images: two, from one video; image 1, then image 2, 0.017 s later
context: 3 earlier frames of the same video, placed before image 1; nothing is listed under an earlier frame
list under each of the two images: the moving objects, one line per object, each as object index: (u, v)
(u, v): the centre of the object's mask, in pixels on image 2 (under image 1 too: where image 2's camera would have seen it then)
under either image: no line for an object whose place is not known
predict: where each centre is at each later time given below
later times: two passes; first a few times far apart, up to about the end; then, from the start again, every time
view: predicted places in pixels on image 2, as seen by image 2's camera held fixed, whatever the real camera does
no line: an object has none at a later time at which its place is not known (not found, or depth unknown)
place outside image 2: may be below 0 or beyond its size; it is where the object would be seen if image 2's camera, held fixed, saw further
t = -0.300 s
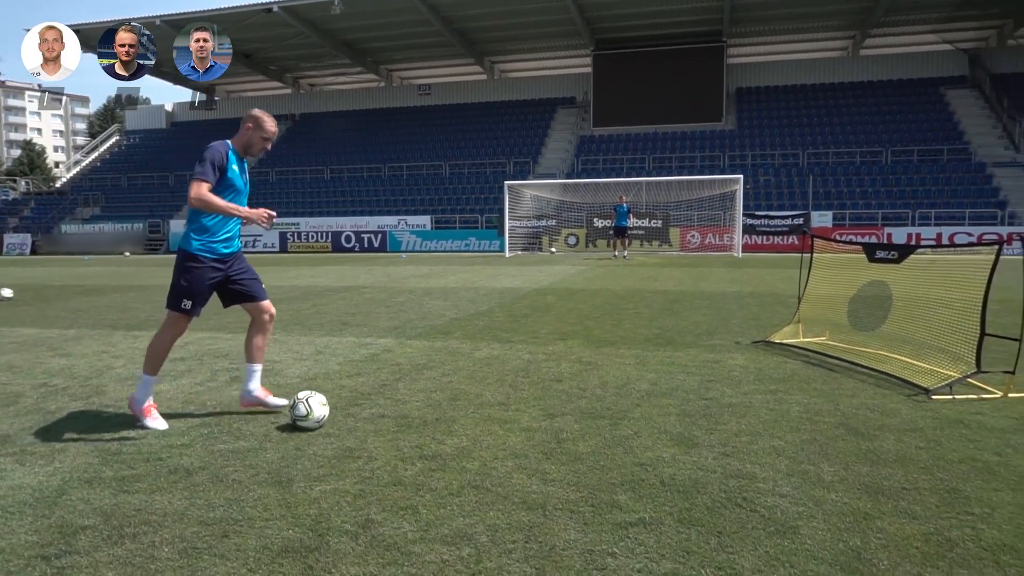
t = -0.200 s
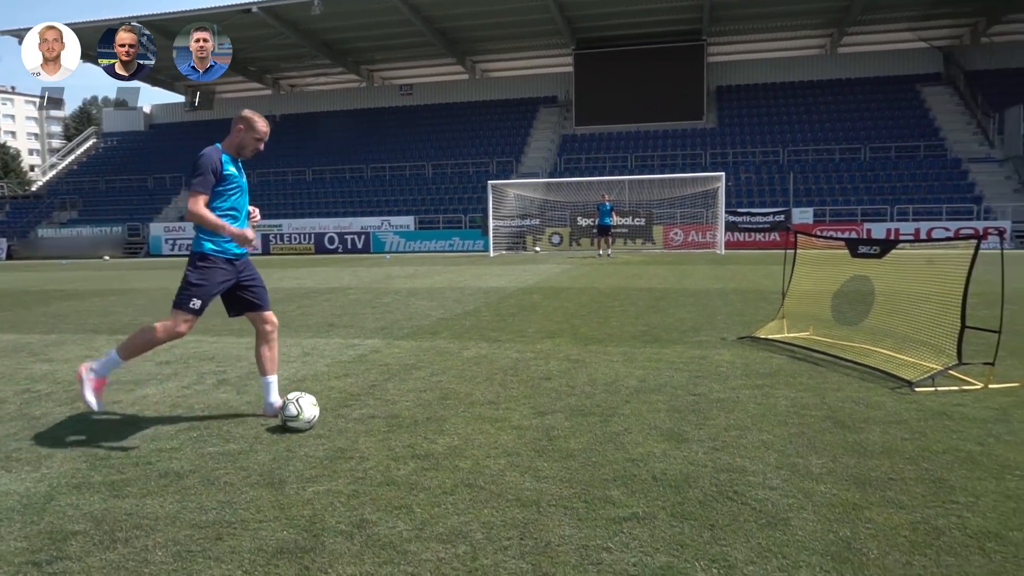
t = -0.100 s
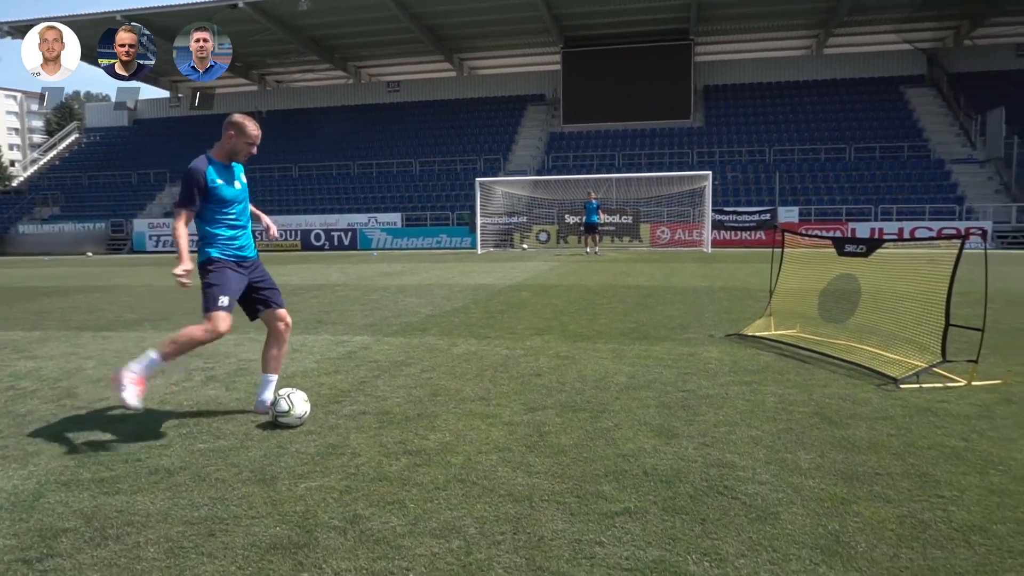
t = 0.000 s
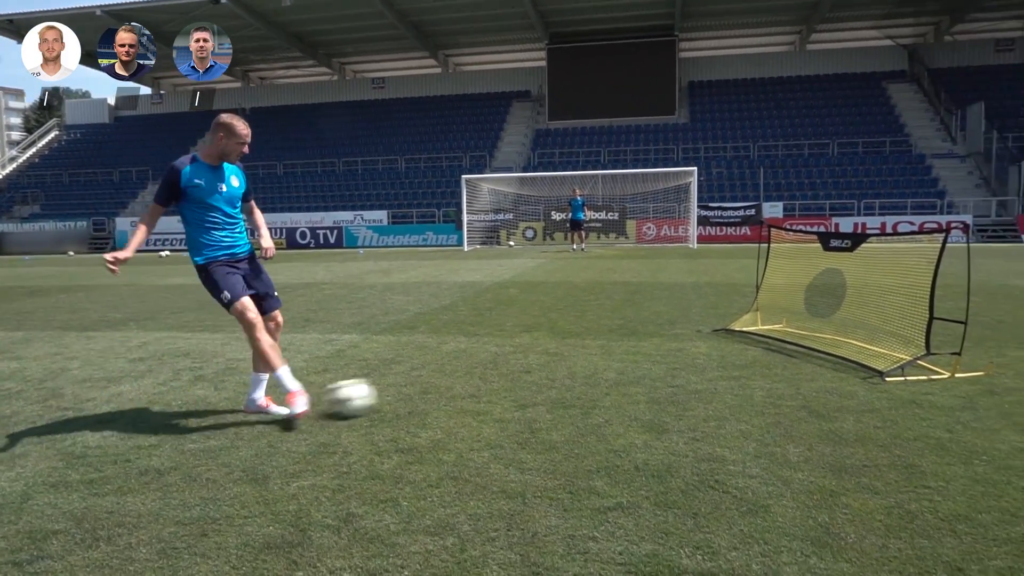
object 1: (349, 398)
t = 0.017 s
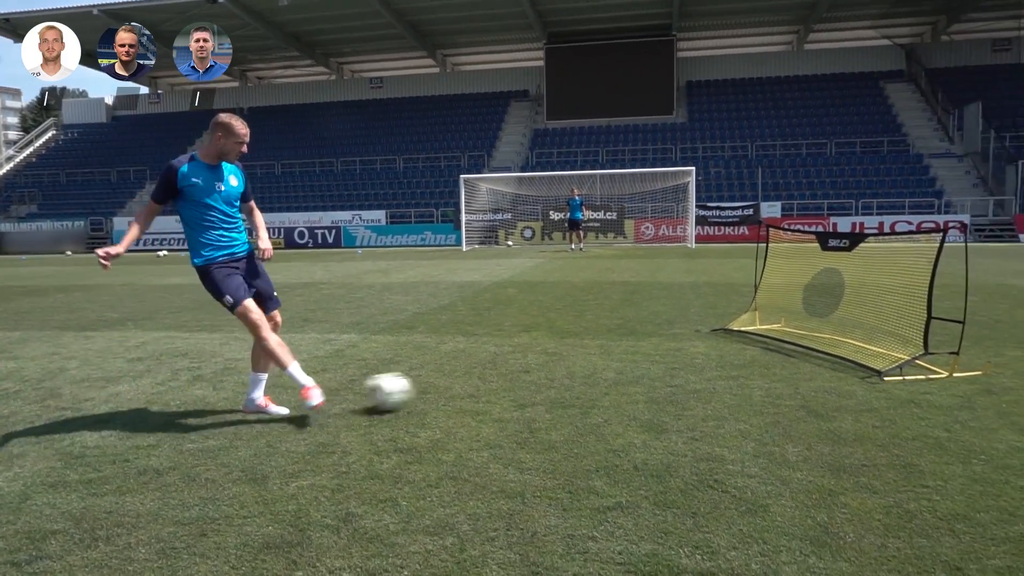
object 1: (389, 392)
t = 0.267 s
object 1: (794, 344)
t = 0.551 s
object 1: (847, 201)
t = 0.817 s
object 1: (776, 78)
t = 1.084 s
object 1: (698, 38)
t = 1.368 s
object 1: (612, 101)
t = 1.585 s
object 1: (542, 223)
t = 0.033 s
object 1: (425, 386)
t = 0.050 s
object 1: (461, 380)
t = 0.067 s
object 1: (493, 376)
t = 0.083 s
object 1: (527, 372)
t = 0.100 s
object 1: (558, 368)
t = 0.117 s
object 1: (589, 365)
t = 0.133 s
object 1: (618, 363)
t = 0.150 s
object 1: (646, 361)
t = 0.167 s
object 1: (671, 360)
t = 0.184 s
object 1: (696, 358)
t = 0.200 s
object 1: (717, 355)
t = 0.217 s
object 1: (738, 352)
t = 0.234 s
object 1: (758, 349)
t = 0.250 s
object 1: (776, 345)
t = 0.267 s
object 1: (794, 344)
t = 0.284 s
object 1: (813, 342)
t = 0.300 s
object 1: (829, 340)
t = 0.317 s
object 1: (844, 337)
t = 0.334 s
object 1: (856, 332)
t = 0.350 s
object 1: (865, 327)
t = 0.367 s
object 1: (872, 320)
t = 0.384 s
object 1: (875, 311)
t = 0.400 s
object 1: (877, 303)
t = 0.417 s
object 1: (875, 293)
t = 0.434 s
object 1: (872, 280)
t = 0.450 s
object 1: (869, 269)
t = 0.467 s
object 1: (865, 255)
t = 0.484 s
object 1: (861, 244)
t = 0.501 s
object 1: (858, 232)
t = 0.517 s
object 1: (854, 222)
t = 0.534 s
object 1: (850, 213)
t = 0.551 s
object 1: (847, 201)
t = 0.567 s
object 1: (843, 192)
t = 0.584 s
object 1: (840, 182)
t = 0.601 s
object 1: (836, 174)
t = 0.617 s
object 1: (831, 164)
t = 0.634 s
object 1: (827, 155)
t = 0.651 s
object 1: (822, 147)
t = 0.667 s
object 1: (818, 138)
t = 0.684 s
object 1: (814, 130)
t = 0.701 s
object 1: (809, 123)
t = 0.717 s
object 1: (804, 115)
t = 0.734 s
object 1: (799, 108)
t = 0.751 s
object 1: (795, 102)
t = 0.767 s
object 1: (790, 95)
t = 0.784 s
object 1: (786, 89)
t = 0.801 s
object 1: (781, 84)
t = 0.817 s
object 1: (776, 78)
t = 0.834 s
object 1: (771, 73)
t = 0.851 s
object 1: (767, 68)
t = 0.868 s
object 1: (762, 64)
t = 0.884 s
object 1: (757, 60)
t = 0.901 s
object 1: (753, 57)
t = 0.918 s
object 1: (748, 53)
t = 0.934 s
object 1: (744, 50)
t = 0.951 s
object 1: (738, 47)
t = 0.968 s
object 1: (734, 44)
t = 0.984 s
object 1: (729, 43)
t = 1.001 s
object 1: (724, 41)
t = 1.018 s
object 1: (718, 40)
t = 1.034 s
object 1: (713, 39)
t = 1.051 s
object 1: (708, 39)
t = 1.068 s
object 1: (703, 38)
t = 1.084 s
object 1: (698, 38)
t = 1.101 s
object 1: (693, 39)
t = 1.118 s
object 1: (688, 41)
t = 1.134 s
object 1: (683, 42)
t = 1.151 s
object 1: (678, 43)
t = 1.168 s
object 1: (673, 46)
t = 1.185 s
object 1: (668, 48)
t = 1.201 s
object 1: (662, 51)
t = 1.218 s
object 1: (657, 54)
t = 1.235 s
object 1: (654, 58)
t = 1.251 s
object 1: (649, 62)
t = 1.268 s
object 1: (643, 67)
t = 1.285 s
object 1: (638, 72)
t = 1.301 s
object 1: (633, 77)
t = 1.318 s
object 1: (628, 82)
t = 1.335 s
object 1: (623, 88)
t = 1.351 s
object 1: (617, 94)
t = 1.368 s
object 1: (612, 101)
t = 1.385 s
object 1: (607, 107)
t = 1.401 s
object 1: (602, 115)
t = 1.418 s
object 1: (596, 124)
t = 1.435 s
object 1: (591, 131)
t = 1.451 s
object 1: (586, 139)
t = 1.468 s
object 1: (580, 148)
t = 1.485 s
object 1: (575, 157)
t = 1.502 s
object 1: (570, 167)
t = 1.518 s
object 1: (564, 178)
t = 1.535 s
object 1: (559, 188)
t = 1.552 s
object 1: (553, 199)
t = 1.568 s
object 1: (549, 211)
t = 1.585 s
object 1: (542, 223)
